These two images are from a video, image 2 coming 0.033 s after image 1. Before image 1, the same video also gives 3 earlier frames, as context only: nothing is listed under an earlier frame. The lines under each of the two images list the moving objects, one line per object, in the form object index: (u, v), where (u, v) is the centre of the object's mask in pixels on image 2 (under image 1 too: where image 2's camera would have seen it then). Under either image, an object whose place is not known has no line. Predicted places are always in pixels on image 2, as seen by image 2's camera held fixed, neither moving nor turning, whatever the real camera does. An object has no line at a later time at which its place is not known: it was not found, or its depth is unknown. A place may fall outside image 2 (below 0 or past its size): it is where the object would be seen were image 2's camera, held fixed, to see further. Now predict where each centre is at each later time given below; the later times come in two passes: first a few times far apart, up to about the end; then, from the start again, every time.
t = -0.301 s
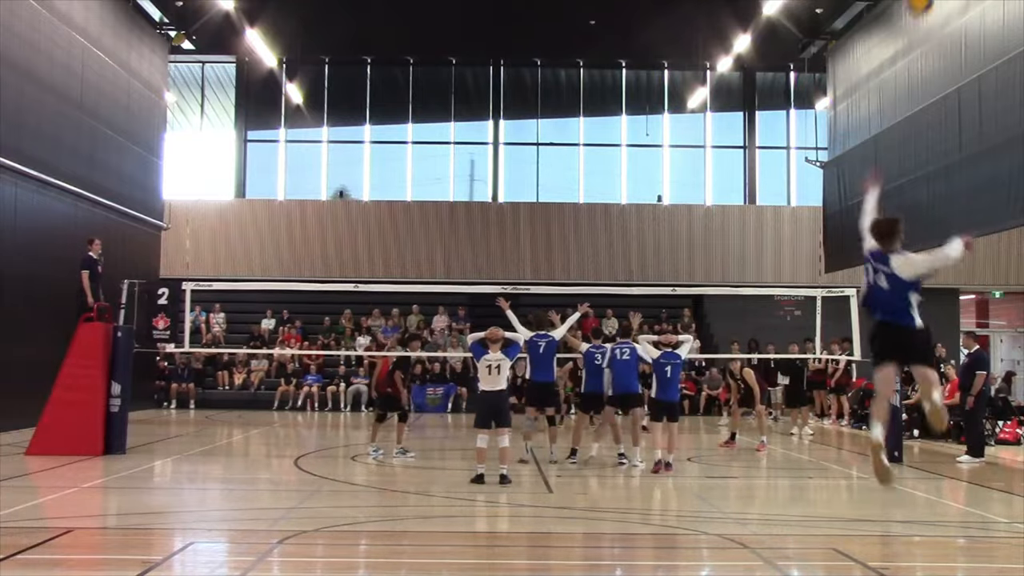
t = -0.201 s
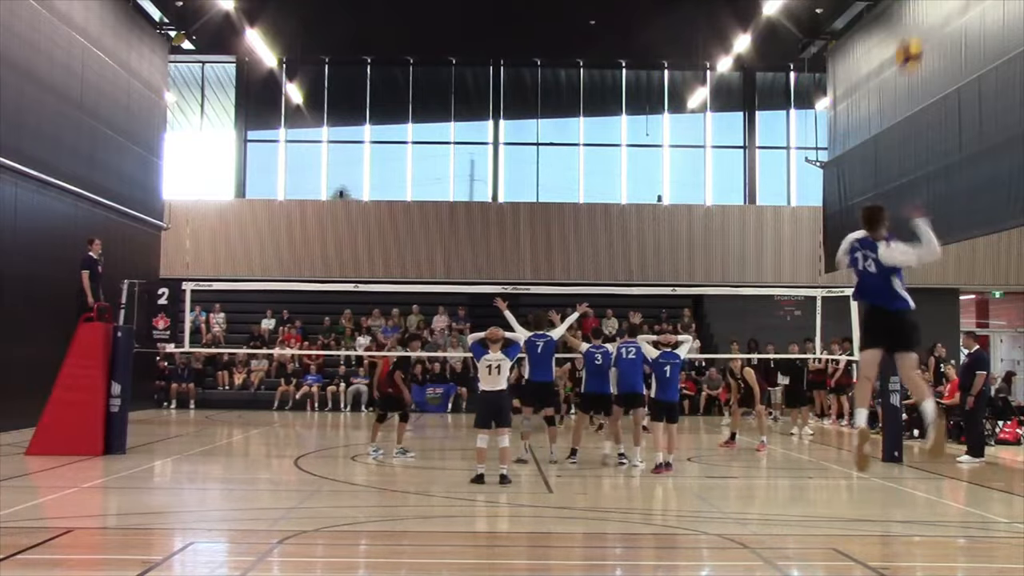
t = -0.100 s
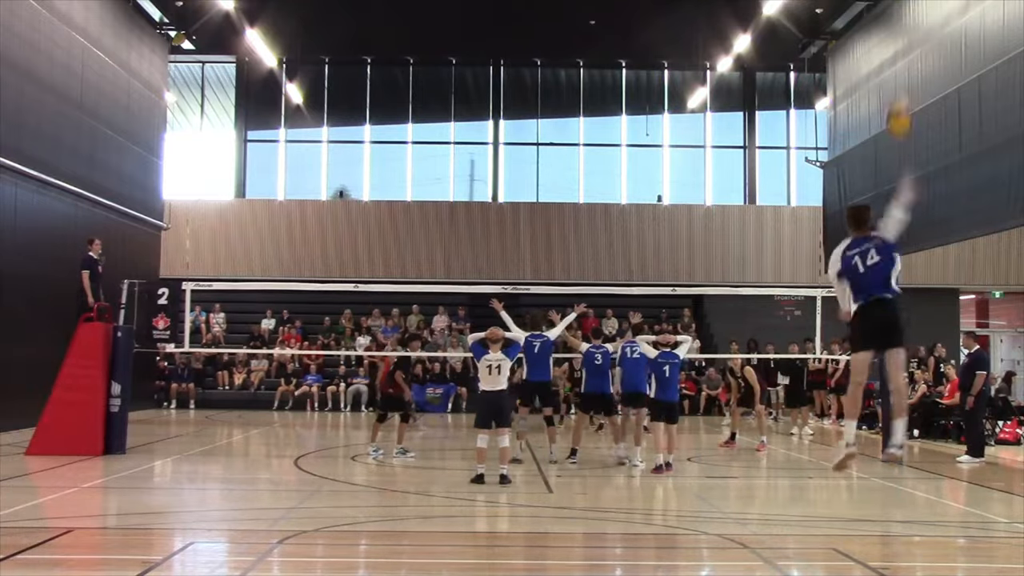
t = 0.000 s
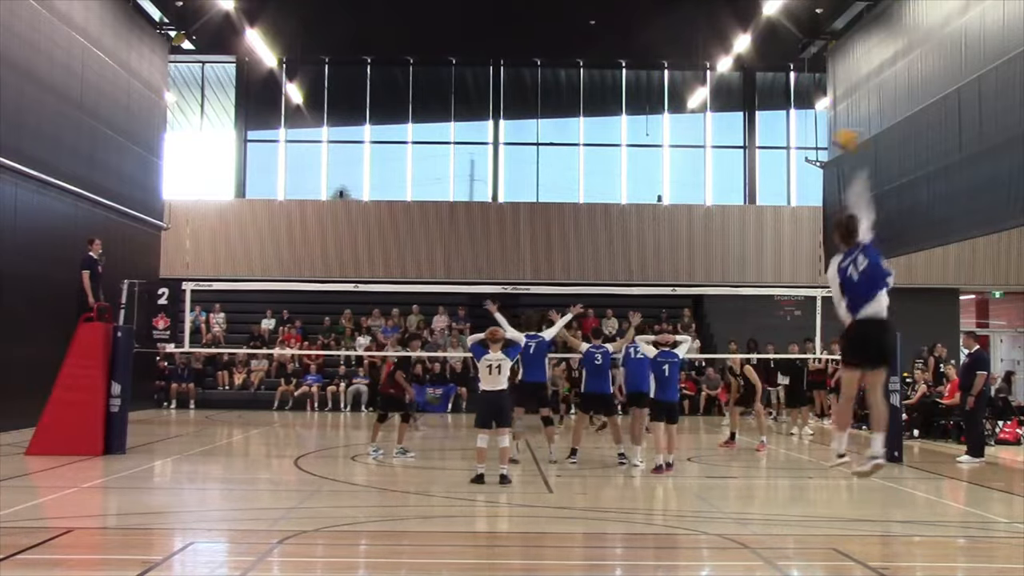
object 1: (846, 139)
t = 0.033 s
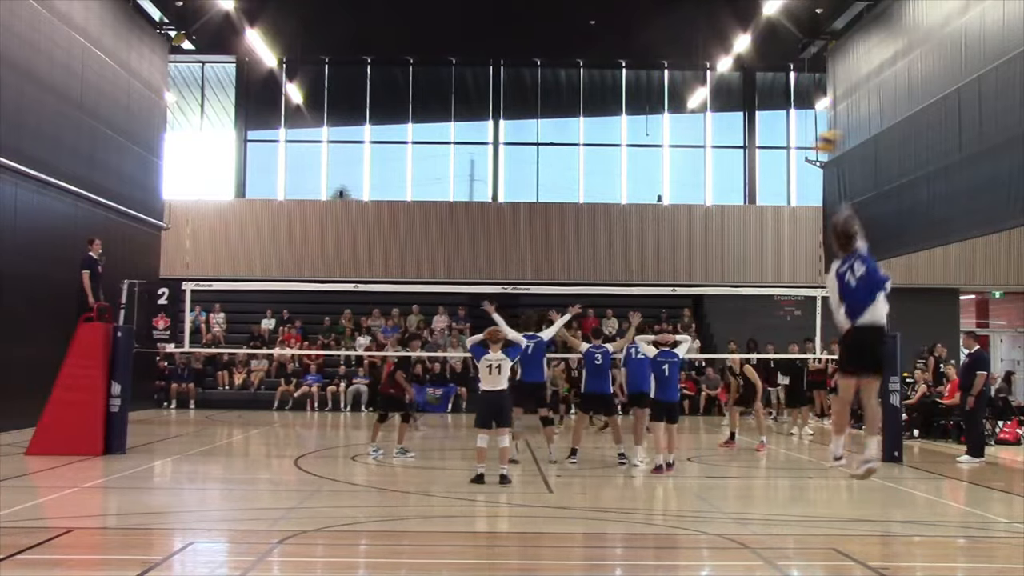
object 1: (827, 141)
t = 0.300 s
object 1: (716, 197)
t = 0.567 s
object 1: (647, 278)
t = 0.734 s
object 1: (614, 341)
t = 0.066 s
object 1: (808, 146)
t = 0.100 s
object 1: (793, 150)
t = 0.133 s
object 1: (775, 157)
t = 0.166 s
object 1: (764, 163)
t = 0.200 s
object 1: (749, 170)
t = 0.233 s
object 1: (736, 178)
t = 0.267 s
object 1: (725, 187)
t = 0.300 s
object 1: (716, 197)
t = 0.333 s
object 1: (701, 207)
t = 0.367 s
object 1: (697, 211)
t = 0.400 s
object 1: (685, 224)
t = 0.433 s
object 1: (677, 234)
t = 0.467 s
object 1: (671, 245)
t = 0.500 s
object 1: (660, 255)
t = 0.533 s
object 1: (654, 269)
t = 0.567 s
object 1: (647, 278)
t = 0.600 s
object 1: (638, 298)
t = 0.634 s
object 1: (634, 303)
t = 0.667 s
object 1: (628, 314)
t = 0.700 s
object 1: (622, 327)
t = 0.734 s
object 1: (614, 341)
